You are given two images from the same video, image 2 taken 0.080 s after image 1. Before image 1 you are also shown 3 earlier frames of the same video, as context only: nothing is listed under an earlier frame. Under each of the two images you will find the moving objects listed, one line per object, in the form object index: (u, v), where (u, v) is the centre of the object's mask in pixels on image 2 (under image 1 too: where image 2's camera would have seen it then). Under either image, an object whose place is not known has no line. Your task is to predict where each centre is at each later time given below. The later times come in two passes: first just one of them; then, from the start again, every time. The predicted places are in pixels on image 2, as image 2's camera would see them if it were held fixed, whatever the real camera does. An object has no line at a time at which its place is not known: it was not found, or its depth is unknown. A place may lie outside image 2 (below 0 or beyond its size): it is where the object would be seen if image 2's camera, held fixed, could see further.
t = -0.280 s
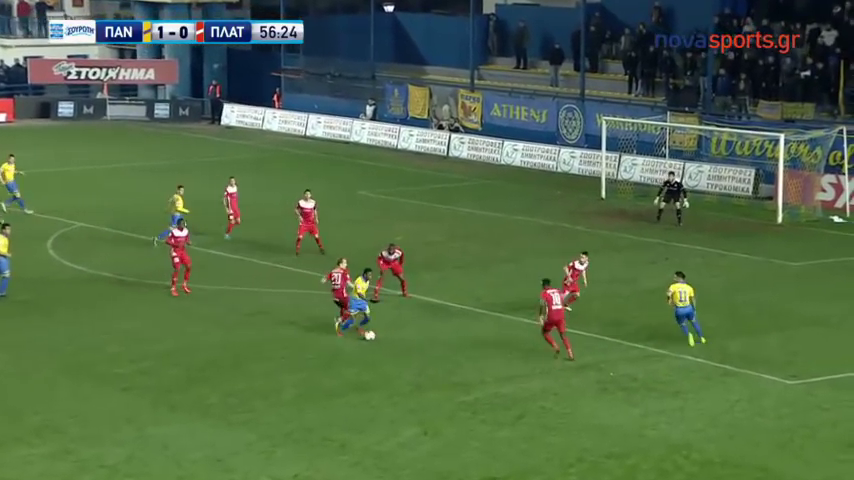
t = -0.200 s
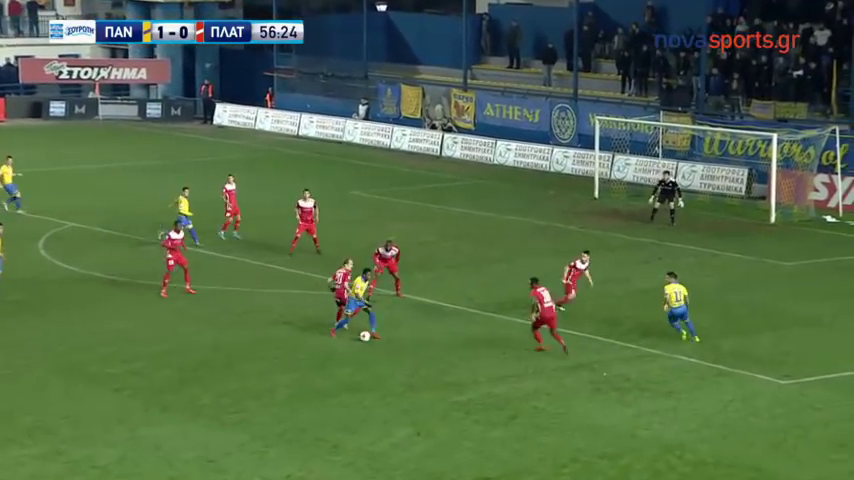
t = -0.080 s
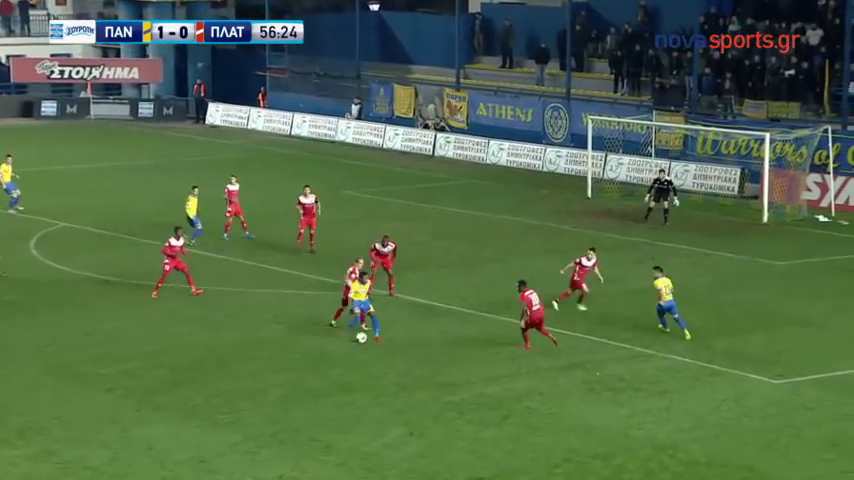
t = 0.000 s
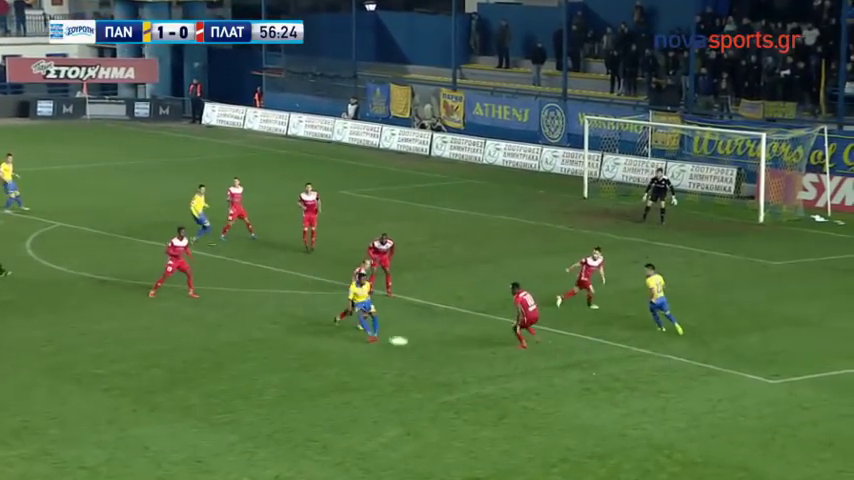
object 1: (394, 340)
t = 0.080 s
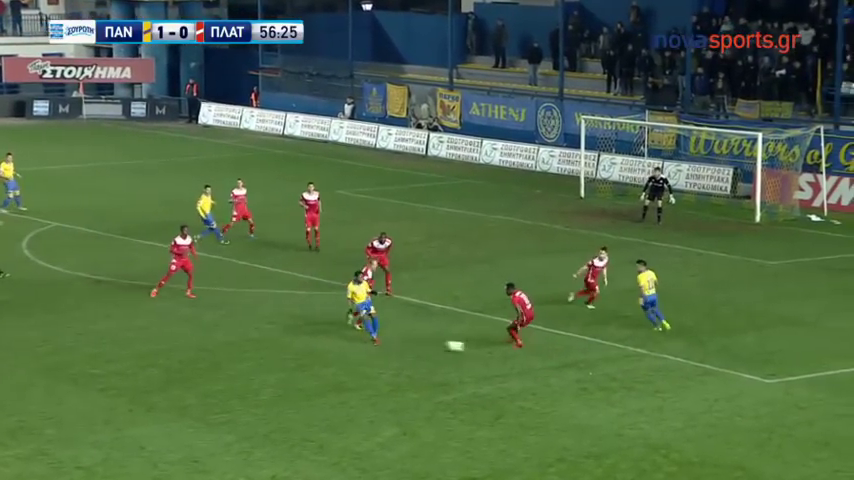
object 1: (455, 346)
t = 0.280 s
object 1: (606, 364)
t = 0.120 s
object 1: (485, 349)
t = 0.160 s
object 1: (517, 353)
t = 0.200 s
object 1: (547, 358)
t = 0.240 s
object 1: (576, 361)
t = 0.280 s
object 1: (606, 364)
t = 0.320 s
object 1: (635, 368)
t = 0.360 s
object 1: (665, 372)
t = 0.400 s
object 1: (695, 376)
